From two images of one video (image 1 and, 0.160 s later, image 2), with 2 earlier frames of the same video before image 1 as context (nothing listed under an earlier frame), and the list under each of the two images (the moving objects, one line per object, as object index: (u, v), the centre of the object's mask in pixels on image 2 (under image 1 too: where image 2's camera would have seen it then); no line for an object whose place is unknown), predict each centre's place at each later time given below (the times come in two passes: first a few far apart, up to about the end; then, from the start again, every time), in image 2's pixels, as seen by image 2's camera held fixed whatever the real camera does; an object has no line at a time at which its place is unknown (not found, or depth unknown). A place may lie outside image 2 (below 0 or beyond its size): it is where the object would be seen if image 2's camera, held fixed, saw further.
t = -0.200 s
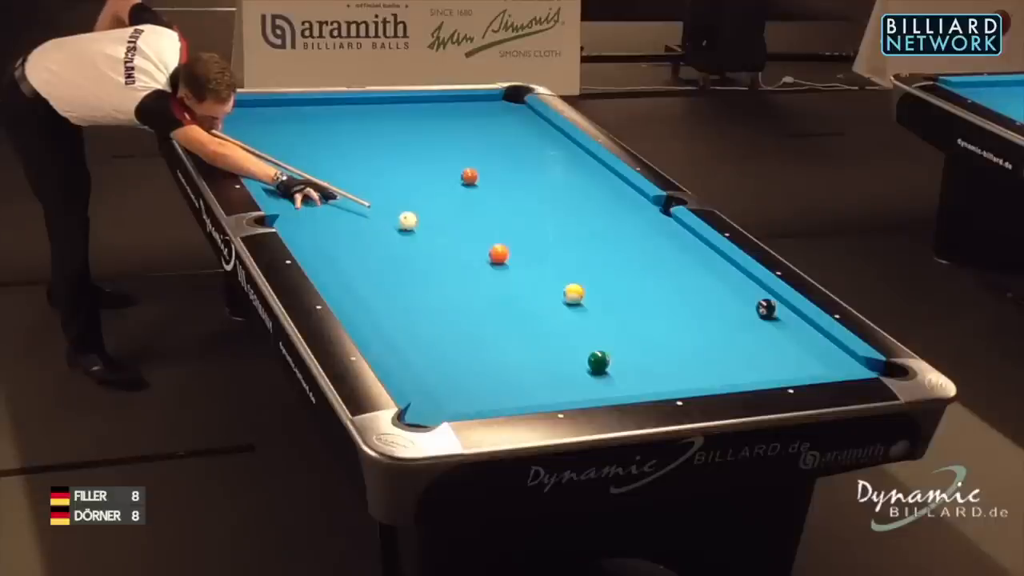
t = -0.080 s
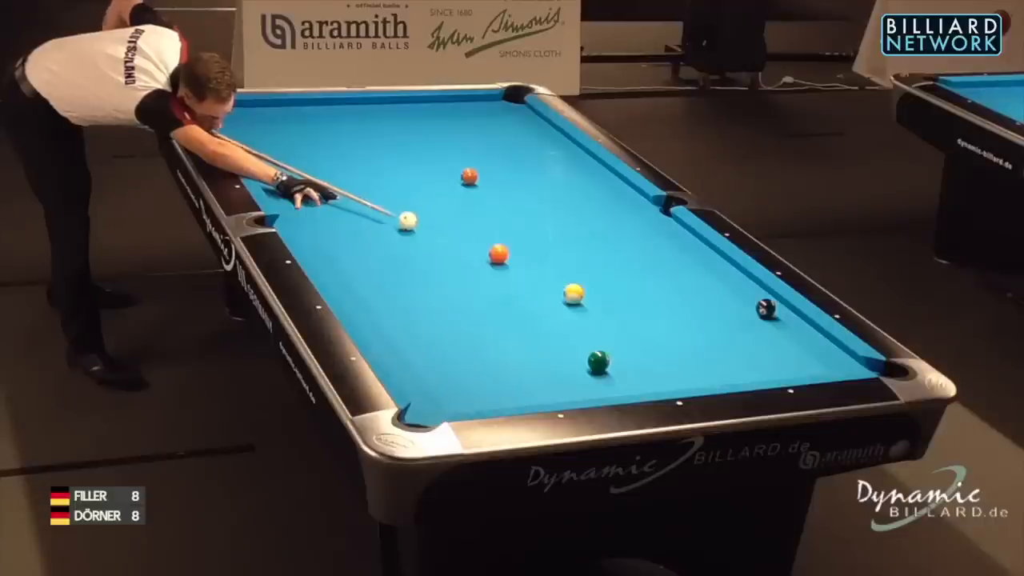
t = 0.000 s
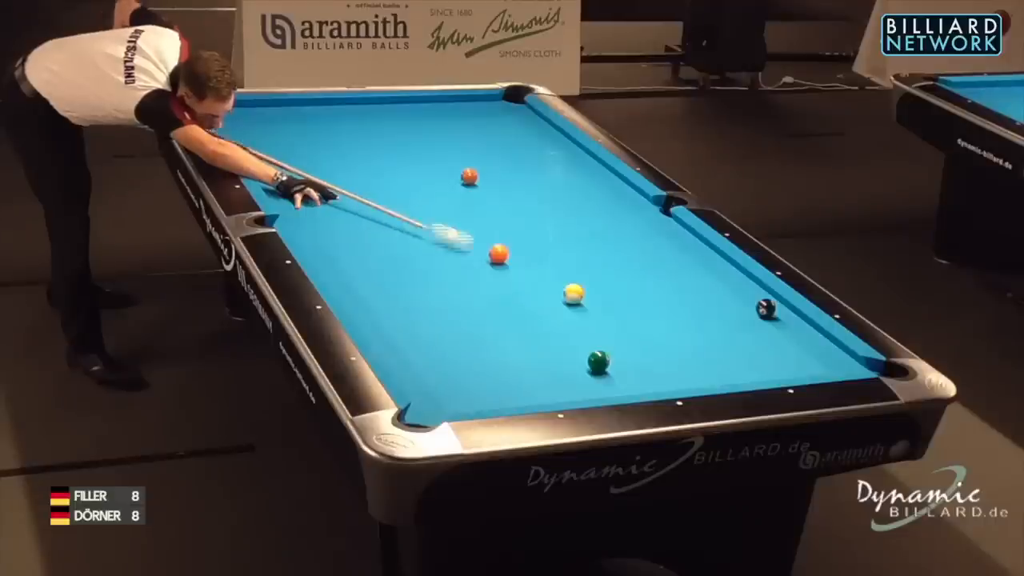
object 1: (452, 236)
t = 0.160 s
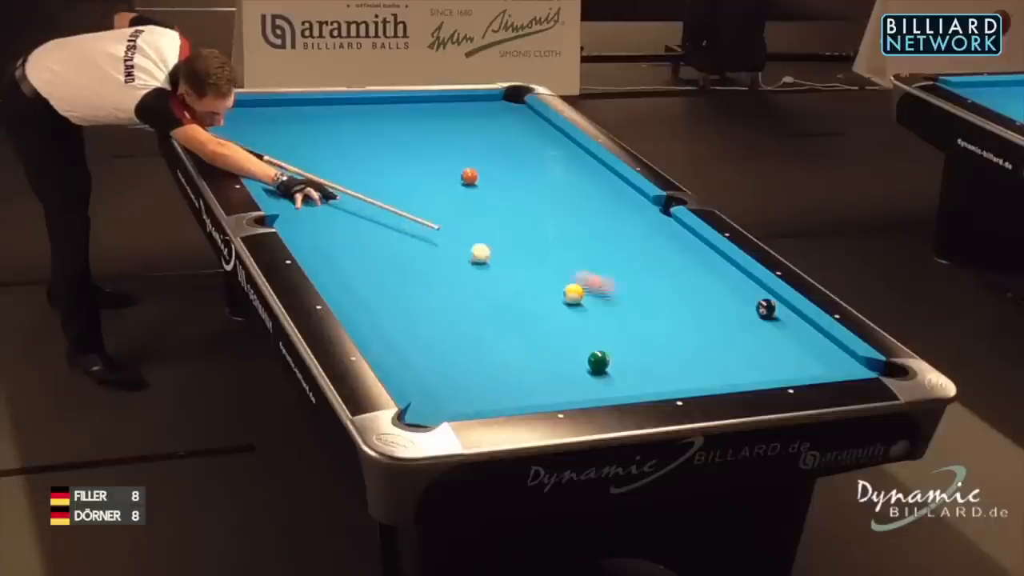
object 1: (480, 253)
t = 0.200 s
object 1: (480, 254)
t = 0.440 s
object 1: (478, 262)
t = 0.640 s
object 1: (476, 269)
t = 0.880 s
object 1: (475, 275)
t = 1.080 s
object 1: (473, 281)
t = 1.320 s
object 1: (472, 287)
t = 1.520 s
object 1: (471, 292)
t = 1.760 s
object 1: (471, 297)
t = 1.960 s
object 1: (470, 301)
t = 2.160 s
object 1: (469, 305)
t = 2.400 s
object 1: (468, 308)
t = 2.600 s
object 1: (468, 311)
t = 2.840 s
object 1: (467, 313)
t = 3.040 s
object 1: (468, 315)
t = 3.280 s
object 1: (468, 316)
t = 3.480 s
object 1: (468, 316)
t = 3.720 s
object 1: (469, 316)
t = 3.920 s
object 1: (469, 316)
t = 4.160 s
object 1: (469, 316)
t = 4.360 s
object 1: (469, 316)
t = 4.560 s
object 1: (469, 316)
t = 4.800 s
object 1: (469, 316)
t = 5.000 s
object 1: (468, 316)
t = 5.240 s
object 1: (469, 316)
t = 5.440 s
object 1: (469, 316)
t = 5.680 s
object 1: (469, 316)
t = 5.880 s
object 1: (469, 316)
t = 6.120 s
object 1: (469, 316)
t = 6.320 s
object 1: (469, 316)
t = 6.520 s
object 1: (469, 316)
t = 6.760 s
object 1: (469, 316)
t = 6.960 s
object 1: (469, 316)
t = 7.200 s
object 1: (469, 316)
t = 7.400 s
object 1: (469, 316)
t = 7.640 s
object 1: (469, 316)
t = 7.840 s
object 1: (469, 316)
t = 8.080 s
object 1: (469, 316)
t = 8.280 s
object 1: (469, 316)
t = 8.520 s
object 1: (469, 316)
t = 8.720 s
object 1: (469, 316)
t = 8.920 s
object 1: (469, 316)
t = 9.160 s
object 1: (469, 316)
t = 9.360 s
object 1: (469, 316)
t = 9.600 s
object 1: (469, 316)
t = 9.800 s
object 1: (469, 316)
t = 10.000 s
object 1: (469, 316)
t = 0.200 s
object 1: (480, 254)
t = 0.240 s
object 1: (480, 256)
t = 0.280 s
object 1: (479, 257)
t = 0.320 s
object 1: (479, 258)
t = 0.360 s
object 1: (478, 260)
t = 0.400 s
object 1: (478, 261)
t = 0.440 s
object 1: (478, 262)
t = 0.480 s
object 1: (477, 263)
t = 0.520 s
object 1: (477, 265)
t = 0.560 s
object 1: (477, 266)
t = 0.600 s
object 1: (476, 267)
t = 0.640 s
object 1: (476, 269)
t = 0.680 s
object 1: (476, 270)
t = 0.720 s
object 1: (475, 271)
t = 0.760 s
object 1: (475, 272)
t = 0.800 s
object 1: (475, 273)
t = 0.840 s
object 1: (474, 275)
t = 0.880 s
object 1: (475, 275)
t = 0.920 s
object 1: (474, 277)
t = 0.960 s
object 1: (474, 278)
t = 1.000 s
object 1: (474, 279)
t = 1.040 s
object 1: (474, 280)
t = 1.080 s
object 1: (473, 281)
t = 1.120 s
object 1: (473, 282)
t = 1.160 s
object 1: (473, 283)
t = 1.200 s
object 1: (473, 284)
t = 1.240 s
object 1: (472, 285)
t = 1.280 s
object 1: (472, 286)
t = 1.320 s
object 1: (472, 287)
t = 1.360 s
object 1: (472, 288)
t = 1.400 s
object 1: (472, 289)
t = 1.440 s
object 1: (472, 290)
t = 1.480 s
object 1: (471, 291)
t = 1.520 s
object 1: (471, 292)
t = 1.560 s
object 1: (471, 293)
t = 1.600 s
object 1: (471, 294)
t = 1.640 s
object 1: (471, 295)
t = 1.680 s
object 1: (471, 296)
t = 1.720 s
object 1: (471, 296)
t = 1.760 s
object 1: (471, 297)
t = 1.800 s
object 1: (470, 298)
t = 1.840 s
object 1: (470, 299)
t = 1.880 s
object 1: (470, 300)
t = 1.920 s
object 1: (470, 300)
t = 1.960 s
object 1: (470, 301)
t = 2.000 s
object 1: (470, 302)
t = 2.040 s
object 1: (470, 303)
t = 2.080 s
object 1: (470, 303)
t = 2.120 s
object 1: (470, 304)
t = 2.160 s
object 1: (469, 305)
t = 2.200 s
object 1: (469, 305)
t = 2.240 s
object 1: (469, 306)
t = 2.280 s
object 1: (469, 307)
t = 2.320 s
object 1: (469, 307)
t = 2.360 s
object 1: (468, 308)
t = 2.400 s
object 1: (468, 308)
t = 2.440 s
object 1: (468, 309)
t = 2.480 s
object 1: (468, 309)
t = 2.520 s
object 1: (468, 310)
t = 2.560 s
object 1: (468, 310)
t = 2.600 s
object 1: (468, 311)
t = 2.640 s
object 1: (468, 311)
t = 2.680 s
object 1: (468, 312)
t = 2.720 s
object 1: (468, 312)
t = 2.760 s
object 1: (468, 313)
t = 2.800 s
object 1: (468, 313)
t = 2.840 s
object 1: (467, 313)
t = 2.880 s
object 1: (468, 314)
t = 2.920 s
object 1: (467, 314)
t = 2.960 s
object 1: (467, 314)
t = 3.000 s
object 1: (467, 315)
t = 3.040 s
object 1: (468, 315)
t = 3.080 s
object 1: (468, 315)
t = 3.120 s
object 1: (467, 315)
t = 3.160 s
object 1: (468, 316)
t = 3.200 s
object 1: (468, 316)
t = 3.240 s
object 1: (468, 316)
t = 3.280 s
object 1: (468, 316)
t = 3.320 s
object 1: (468, 316)
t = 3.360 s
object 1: (468, 316)
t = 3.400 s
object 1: (468, 316)
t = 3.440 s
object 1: (468, 316)
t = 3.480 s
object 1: (468, 316)
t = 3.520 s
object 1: (468, 316)
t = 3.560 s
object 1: (469, 316)
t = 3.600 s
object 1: (469, 317)
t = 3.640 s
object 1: (469, 316)
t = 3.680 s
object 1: (469, 316)
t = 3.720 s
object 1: (469, 316)
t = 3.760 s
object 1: (469, 316)
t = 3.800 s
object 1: (469, 316)
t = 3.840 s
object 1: (469, 316)
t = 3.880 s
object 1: (469, 316)
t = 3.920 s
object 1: (469, 316)
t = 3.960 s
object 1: (469, 316)
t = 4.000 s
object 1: (469, 316)
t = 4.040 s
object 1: (469, 316)
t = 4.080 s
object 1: (469, 316)
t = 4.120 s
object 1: (469, 316)
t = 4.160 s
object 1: (469, 316)
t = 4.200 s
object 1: (469, 316)
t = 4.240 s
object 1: (469, 316)
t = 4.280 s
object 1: (469, 316)
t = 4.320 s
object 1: (469, 317)
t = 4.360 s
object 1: (469, 316)
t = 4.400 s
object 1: (469, 316)
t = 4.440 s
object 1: (469, 316)
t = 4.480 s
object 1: (469, 316)
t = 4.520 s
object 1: (469, 316)
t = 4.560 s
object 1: (469, 316)
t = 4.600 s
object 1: (469, 316)
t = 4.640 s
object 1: (469, 316)
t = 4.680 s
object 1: (469, 316)
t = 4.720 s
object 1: (469, 316)
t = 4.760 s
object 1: (469, 316)
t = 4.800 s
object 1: (469, 316)
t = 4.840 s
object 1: (469, 316)
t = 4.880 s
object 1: (469, 316)
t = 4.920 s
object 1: (469, 316)
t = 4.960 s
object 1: (469, 316)
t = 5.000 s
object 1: (468, 316)
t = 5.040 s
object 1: (469, 316)
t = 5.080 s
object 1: (469, 316)
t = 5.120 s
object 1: (469, 316)
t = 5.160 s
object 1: (469, 316)
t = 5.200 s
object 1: (469, 316)
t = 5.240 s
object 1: (469, 316)
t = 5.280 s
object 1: (469, 316)
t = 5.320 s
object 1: (469, 316)
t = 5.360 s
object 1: (468, 316)
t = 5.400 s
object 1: (468, 316)
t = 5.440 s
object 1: (469, 316)
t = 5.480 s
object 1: (469, 316)
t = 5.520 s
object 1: (469, 316)
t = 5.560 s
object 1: (469, 316)
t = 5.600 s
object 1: (468, 317)
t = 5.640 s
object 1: (468, 317)
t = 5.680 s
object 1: (469, 316)
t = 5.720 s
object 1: (468, 317)
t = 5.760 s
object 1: (468, 317)
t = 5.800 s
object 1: (469, 316)
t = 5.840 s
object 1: (469, 316)
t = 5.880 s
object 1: (469, 316)
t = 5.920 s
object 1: (469, 316)
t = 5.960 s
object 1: (469, 316)
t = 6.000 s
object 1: (469, 316)
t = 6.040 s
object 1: (469, 316)
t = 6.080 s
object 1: (469, 316)
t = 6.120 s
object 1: (469, 316)
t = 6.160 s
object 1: (469, 316)
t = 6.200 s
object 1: (468, 317)
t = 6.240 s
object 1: (468, 317)
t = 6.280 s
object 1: (469, 316)
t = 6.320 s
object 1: (469, 316)
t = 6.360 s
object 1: (469, 316)
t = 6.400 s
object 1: (469, 316)
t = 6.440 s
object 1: (469, 316)
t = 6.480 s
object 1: (469, 316)
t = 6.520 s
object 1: (469, 316)
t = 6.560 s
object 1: (469, 316)
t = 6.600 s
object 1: (469, 316)
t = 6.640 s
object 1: (469, 316)
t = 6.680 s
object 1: (469, 316)
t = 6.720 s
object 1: (469, 316)
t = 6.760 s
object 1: (469, 316)
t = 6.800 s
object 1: (469, 316)
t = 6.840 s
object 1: (469, 316)
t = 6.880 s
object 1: (469, 316)
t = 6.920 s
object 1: (469, 316)
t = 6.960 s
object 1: (469, 316)
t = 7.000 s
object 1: (469, 316)
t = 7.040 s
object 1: (469, 316)
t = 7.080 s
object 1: (469, 316)
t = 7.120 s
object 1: (468, 317)
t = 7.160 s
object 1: (469, 316)
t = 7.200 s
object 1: (469, 316)
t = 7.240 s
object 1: (469, 316)
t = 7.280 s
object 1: (469, 316)
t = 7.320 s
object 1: (469, 316)
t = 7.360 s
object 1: (469, 316)
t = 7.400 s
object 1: (469, 316)
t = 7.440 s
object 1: (469, 316)
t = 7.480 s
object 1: (469, 316)
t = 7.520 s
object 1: (469, 316)
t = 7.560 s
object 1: (469, 316)
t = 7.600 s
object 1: (469, 316)
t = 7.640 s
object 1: (469, 316)
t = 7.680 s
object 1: (469, 316)
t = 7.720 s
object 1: (469, 316)
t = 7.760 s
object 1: (469, 316)
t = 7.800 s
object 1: (469, 316)
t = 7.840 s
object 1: (469, 316)
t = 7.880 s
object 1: (469, 316)
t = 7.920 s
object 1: (469, 316)
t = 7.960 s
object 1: (469, 316)
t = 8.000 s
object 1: (469, 316)
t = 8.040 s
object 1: (469, 316)
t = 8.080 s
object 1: (469, 316)
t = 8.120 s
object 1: (469, 316)
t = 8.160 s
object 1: (469, 316)
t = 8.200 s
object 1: (469, 316)
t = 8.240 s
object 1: (469, 316)
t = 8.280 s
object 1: (469, 316)
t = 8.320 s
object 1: (469, 316)
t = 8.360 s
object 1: (469, 316)
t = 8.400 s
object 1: (469, 316)
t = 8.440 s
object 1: (469, 316)
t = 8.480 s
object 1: (469, 316)
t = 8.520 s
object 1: (469, 316)
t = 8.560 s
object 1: (469, 316)
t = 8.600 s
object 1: (469, 316)
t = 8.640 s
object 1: (469, 316)
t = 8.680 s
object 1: (469, 316)
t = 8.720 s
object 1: (469, 316)
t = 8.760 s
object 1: (469, 316)
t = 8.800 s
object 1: (469, 316)
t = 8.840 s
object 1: (469, 316)
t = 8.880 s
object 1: (469, 316)
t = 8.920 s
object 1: (469, 316)
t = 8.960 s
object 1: (469, 316)
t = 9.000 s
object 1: (469, 316)
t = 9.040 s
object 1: (469, 316)
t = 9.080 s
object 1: (469, 316)
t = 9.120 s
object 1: (469, 316)
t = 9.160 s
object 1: (469, 316)
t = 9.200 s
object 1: (469, 316)
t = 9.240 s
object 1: (469, 316)
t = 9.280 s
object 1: (469, 316)
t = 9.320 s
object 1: (469, 316)
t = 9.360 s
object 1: (469, 316)
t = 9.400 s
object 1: (469, 316)
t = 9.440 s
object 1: (469, 316)
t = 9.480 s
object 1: (469, 316)
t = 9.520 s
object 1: (469, 316)
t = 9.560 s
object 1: (469, 316)
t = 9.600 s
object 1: (469, 316)
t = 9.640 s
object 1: (469, 316)
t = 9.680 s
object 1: (469, 316)
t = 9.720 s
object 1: (469, 316)
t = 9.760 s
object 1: (469, 316)
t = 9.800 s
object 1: (469, 316)
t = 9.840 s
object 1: (469, 316)
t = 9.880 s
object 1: (469, 316)
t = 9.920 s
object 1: (469, 316)
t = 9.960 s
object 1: (469, 316)
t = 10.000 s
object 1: (469, 316)
